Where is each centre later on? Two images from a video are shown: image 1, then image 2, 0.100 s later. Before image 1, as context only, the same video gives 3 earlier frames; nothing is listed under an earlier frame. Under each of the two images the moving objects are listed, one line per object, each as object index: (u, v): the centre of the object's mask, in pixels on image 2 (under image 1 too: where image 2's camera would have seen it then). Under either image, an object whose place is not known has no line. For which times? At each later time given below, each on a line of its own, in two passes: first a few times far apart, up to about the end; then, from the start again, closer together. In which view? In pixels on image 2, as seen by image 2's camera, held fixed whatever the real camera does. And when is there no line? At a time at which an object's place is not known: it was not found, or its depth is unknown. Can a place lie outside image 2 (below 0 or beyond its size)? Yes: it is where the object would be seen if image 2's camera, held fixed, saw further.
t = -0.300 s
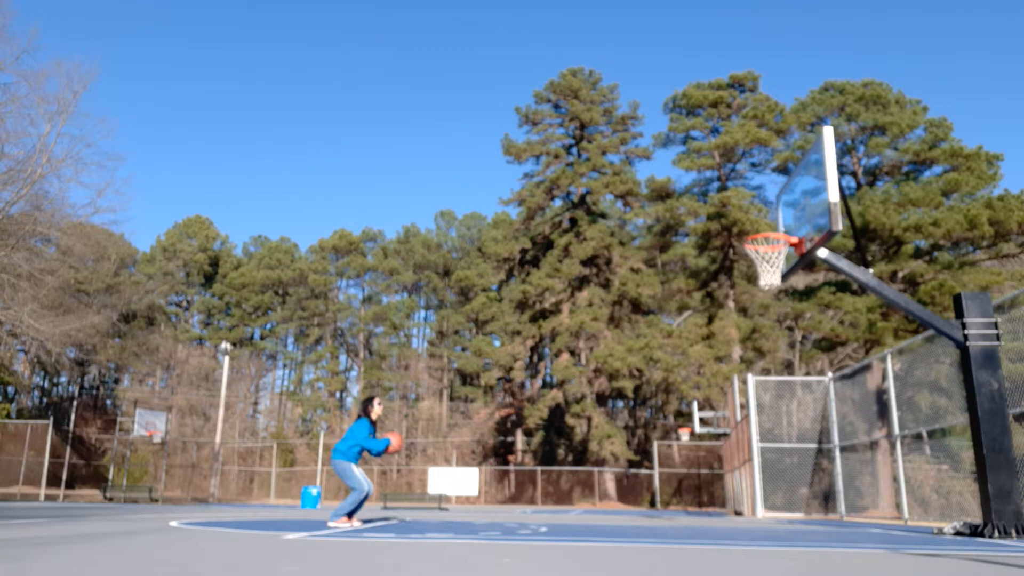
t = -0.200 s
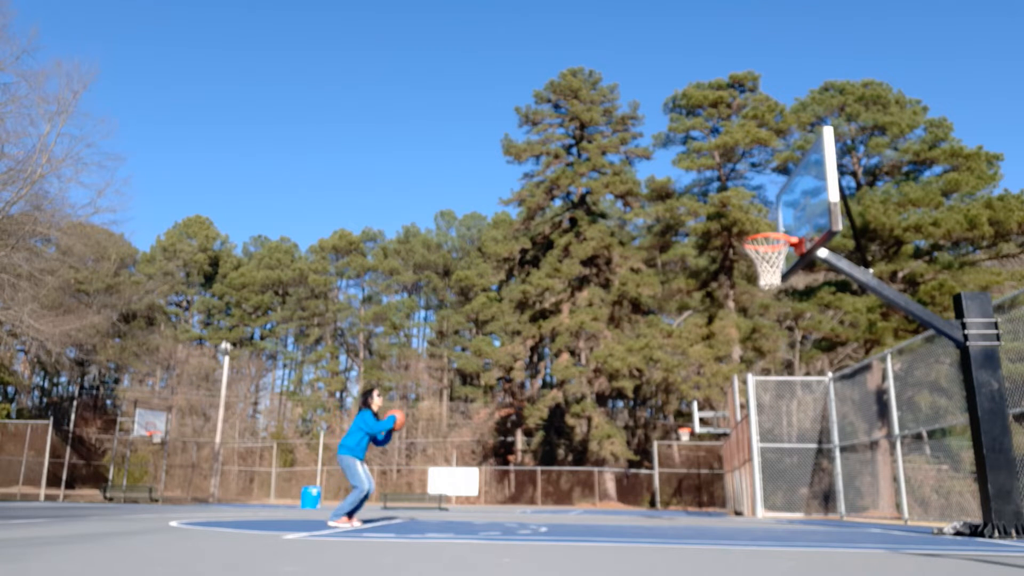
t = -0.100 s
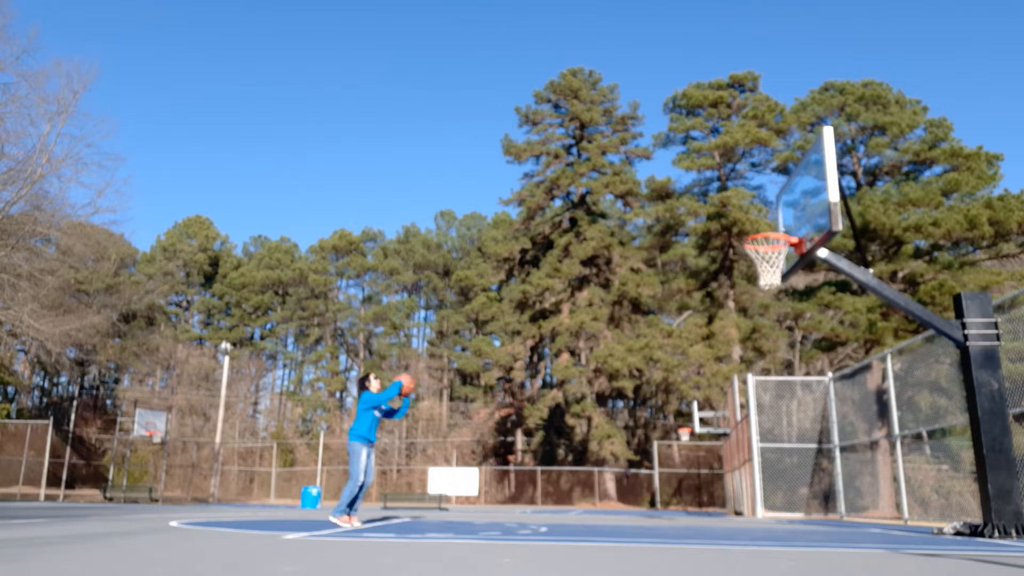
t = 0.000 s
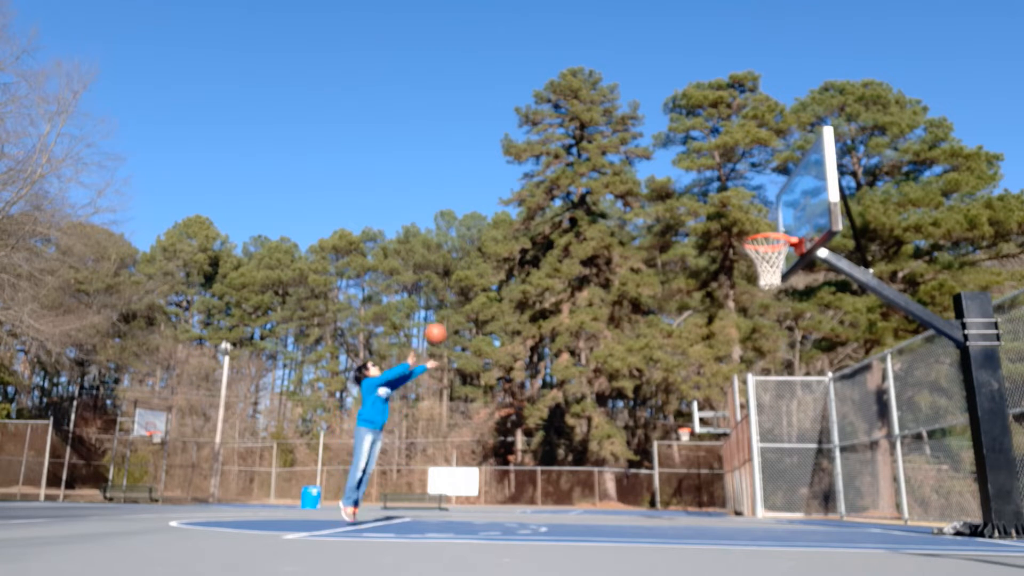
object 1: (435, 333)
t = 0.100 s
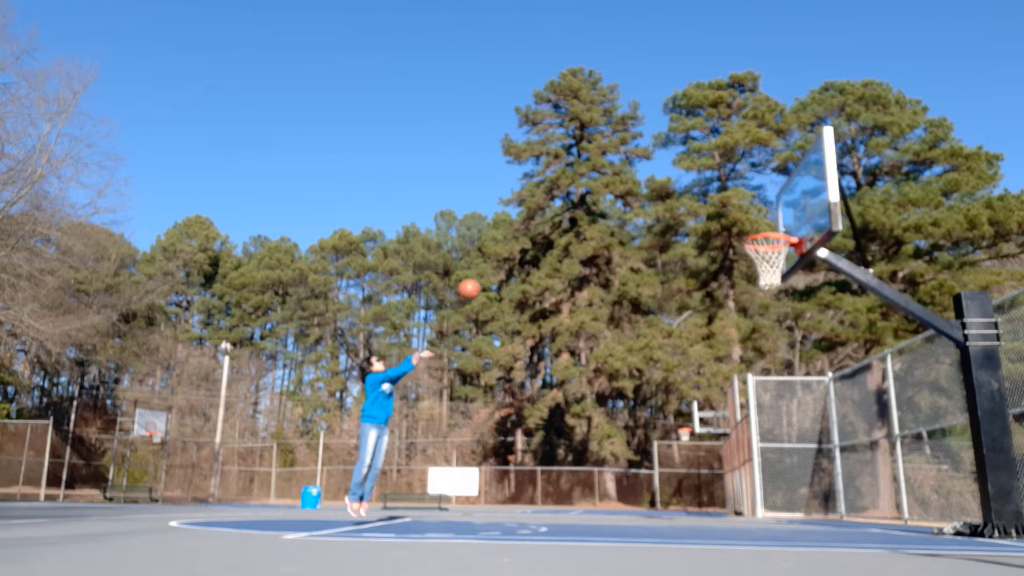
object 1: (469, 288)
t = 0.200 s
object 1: (501, 253)
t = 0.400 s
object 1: (564, 208)
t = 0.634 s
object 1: (636, 199)
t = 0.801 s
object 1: (689, 219)
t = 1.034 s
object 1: (767, 290)
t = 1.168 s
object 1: (812, 347)
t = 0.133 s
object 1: (480, 275)
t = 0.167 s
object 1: (491, 264)
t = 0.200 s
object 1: (501, 253)
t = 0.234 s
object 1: (512, 244)
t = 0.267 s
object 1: (522, 235)
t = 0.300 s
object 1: (533, 227)
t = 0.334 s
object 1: (543, 220)
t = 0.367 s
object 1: (554, 214)
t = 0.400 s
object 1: (564, 208)
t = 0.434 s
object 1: (574, 205)
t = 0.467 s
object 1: (585, 202)
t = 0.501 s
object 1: (595, 200)
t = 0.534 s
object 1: (605, 198)
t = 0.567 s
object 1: (616, 197)
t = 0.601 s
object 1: (626, 197)
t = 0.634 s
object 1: (636, 199)
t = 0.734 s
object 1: (668, 208)
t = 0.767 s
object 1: (678, 213)
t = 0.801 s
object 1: (689, 219)
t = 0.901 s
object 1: (722, 242)
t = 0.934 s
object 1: (733, 253)
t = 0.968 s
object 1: (744, 263)
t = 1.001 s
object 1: (753, 274)
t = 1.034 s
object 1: (767, 290)
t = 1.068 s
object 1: (779, 301)
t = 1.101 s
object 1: (789, 315)
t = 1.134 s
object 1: (800, 331)
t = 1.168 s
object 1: (812, 347)
